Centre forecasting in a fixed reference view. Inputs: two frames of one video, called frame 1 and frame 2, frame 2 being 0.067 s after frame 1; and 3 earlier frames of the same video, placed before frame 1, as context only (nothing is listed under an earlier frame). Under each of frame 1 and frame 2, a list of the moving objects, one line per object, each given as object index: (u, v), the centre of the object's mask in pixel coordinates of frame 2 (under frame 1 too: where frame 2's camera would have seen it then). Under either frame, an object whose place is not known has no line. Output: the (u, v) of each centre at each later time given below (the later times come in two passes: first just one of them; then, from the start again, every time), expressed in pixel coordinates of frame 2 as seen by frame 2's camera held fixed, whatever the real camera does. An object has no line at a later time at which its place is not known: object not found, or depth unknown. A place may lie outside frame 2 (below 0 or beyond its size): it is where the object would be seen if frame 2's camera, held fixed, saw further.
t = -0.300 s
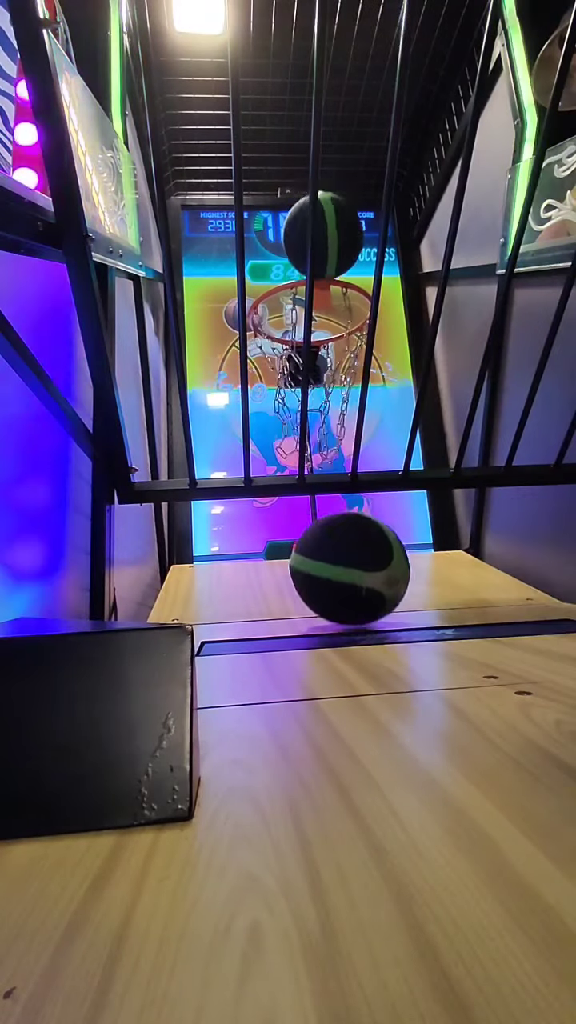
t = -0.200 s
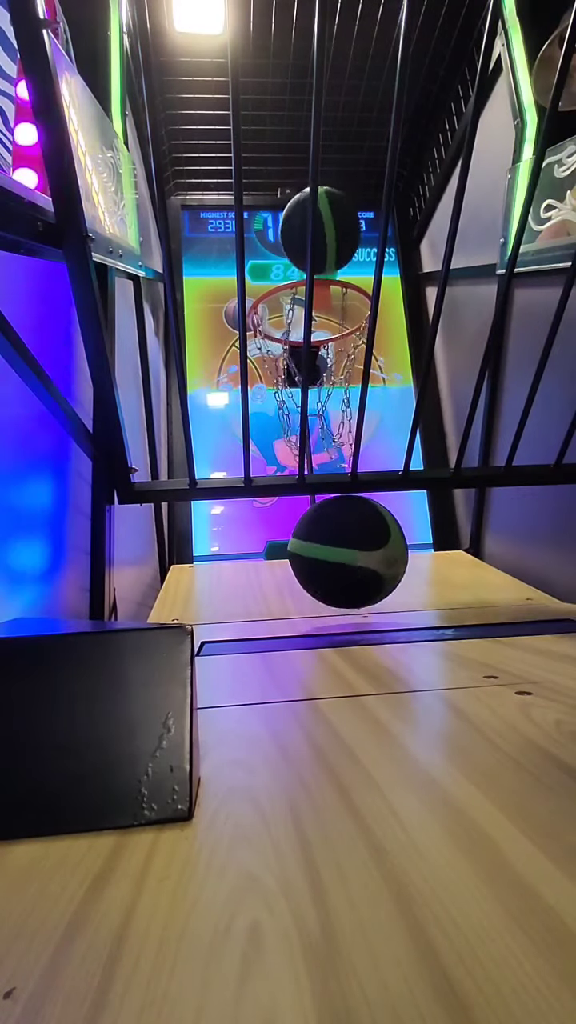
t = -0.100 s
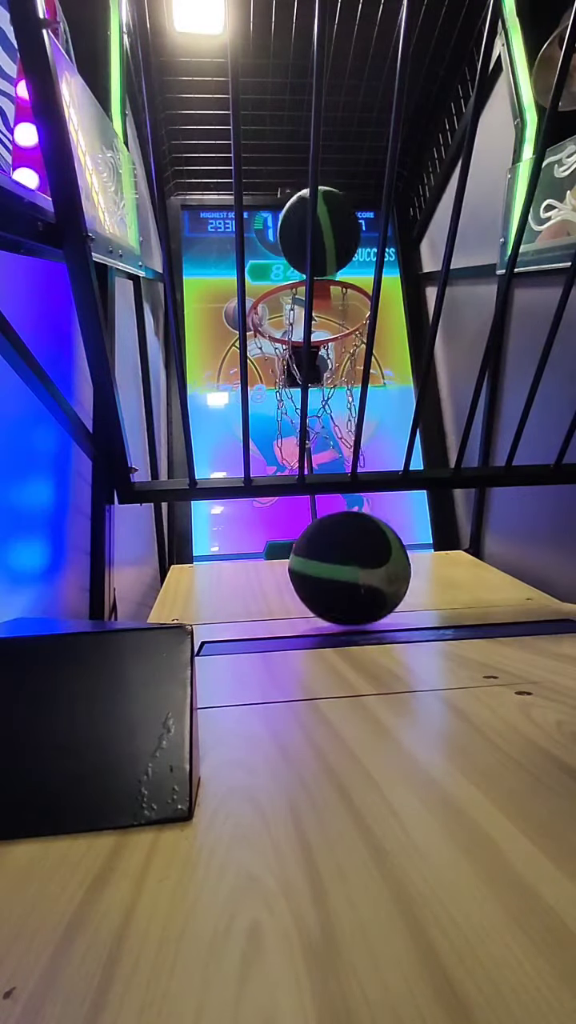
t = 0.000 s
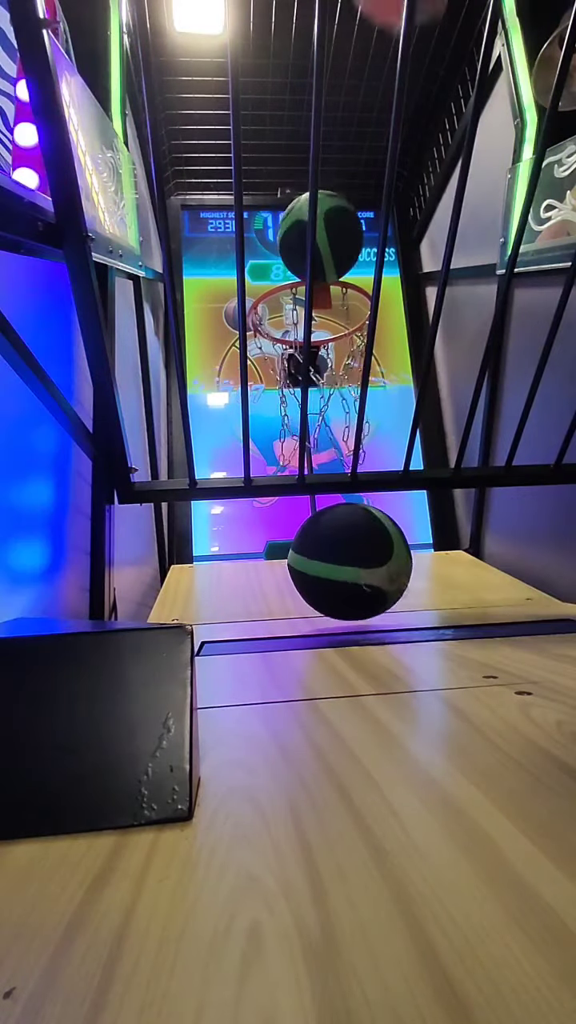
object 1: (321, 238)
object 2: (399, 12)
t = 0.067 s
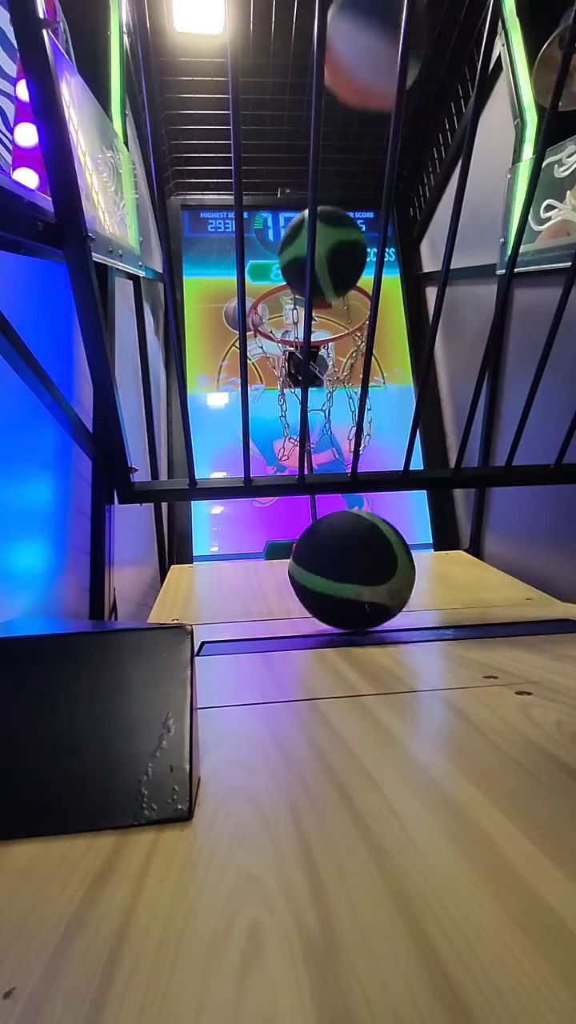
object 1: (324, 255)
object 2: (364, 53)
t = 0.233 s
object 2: (330, 241)
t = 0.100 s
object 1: (326, 269)
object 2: (360, 84)
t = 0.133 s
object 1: (329, 289)
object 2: (354, 126)
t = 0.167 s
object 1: (331, 313)
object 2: (350, 163)
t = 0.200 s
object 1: (342, 339)
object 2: (343, 202)
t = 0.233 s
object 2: (330, 241)
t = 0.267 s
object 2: (327, 280)
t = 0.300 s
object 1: (348, 461)
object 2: (318, 319)
